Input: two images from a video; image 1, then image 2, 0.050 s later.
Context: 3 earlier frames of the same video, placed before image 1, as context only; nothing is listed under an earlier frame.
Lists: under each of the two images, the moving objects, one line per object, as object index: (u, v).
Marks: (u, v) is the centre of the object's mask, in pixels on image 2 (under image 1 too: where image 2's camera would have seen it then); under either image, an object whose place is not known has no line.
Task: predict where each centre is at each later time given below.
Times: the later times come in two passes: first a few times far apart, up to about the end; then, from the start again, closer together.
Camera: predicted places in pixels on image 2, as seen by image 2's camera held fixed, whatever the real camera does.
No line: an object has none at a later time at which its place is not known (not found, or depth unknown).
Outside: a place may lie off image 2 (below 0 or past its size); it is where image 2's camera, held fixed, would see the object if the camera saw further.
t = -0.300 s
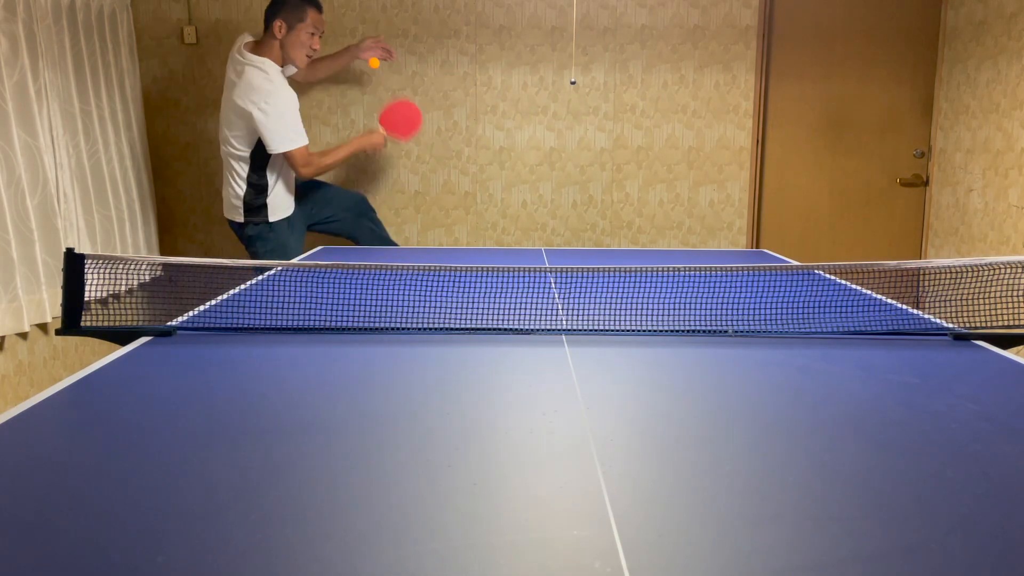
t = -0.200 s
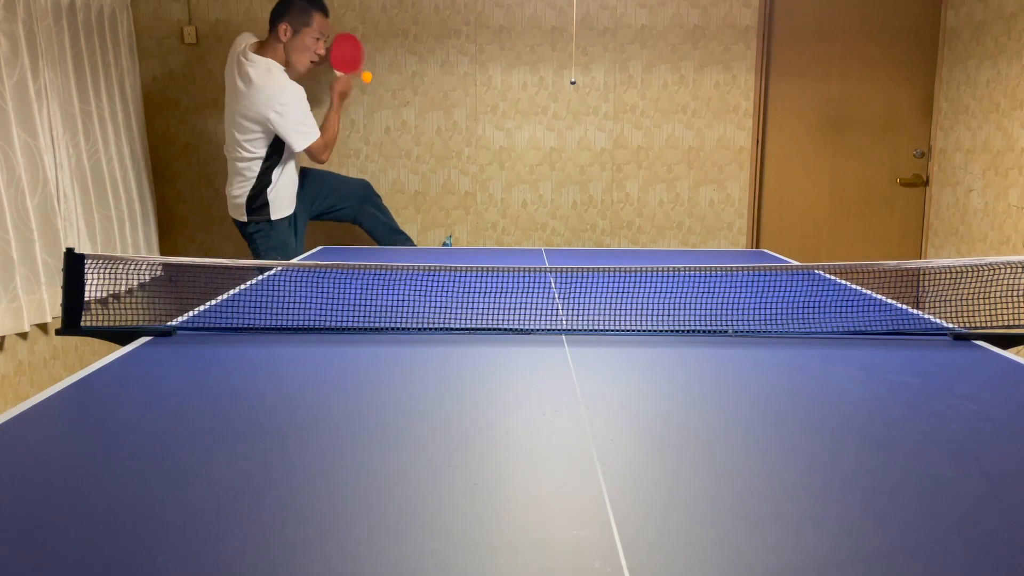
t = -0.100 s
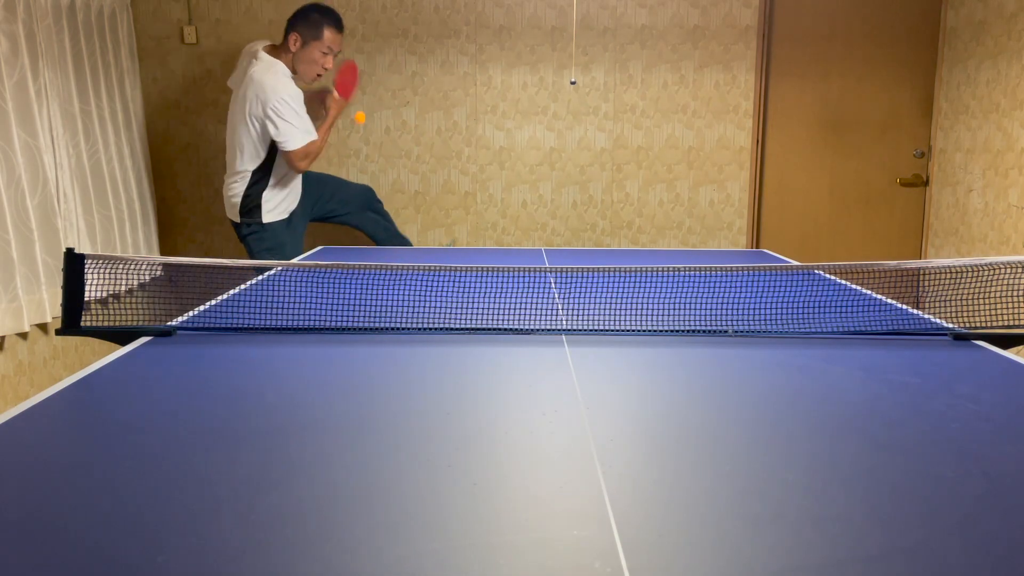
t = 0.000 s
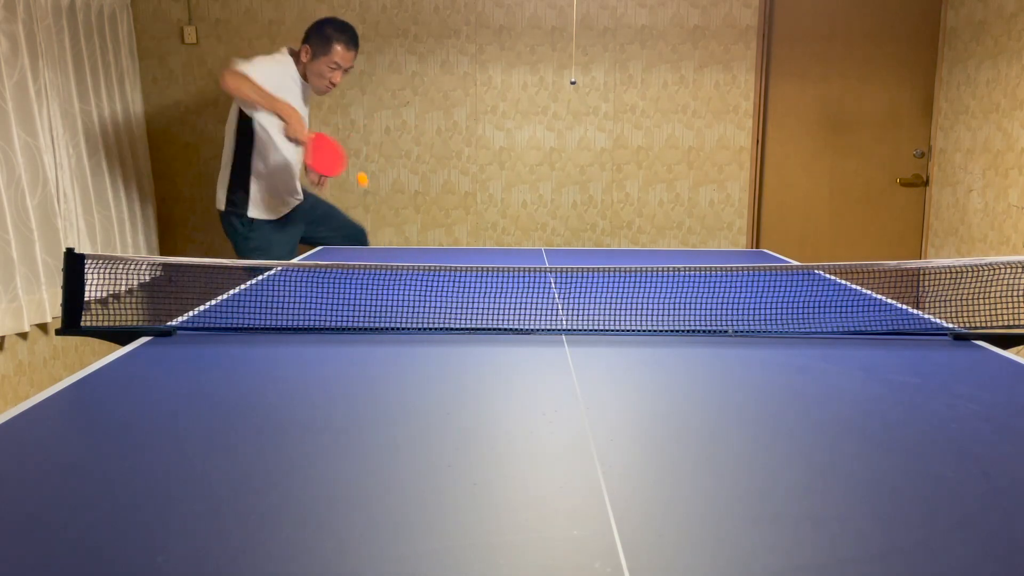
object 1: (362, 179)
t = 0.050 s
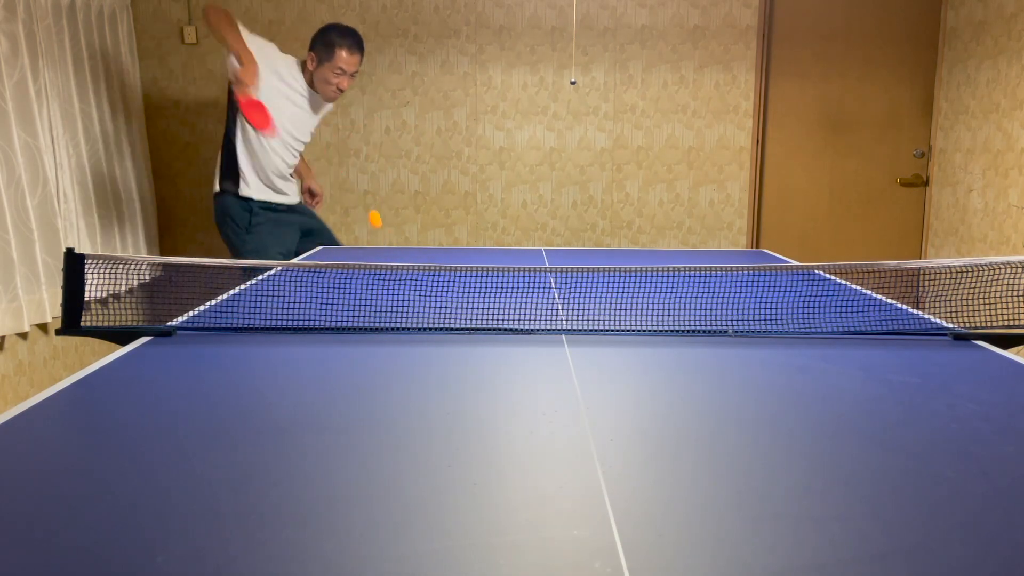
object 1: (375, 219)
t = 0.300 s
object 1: (453, 144)
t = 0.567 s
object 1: (625, 312)
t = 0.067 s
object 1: (380, 235)
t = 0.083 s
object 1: (385, 245)
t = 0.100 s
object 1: (389, 233)
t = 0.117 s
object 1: (392, 222)
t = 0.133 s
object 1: (397, 211)
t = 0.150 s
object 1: (401, 201)
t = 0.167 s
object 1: (406, 192)
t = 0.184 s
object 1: (411, 183)
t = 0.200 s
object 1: (416, 175)
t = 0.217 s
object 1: (421, 167)
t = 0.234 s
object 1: (427, 160)
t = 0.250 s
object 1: (434, 155)
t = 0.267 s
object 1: (439, 150)
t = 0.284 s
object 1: (446, 146)
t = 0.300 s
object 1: (453, 144)
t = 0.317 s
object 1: (461, 142)
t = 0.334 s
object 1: (469, 142)
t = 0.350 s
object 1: (476, 142)
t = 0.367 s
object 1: (485, 144)
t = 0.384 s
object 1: (494, 148)
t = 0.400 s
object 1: (503, 153)
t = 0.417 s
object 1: (513, 160)
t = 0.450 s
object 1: (534, 178)
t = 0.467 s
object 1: (546, 191)
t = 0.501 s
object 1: (570, 222)
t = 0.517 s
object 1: (583, 239)
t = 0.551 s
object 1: (611, 286)
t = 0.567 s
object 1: (625, 312)
